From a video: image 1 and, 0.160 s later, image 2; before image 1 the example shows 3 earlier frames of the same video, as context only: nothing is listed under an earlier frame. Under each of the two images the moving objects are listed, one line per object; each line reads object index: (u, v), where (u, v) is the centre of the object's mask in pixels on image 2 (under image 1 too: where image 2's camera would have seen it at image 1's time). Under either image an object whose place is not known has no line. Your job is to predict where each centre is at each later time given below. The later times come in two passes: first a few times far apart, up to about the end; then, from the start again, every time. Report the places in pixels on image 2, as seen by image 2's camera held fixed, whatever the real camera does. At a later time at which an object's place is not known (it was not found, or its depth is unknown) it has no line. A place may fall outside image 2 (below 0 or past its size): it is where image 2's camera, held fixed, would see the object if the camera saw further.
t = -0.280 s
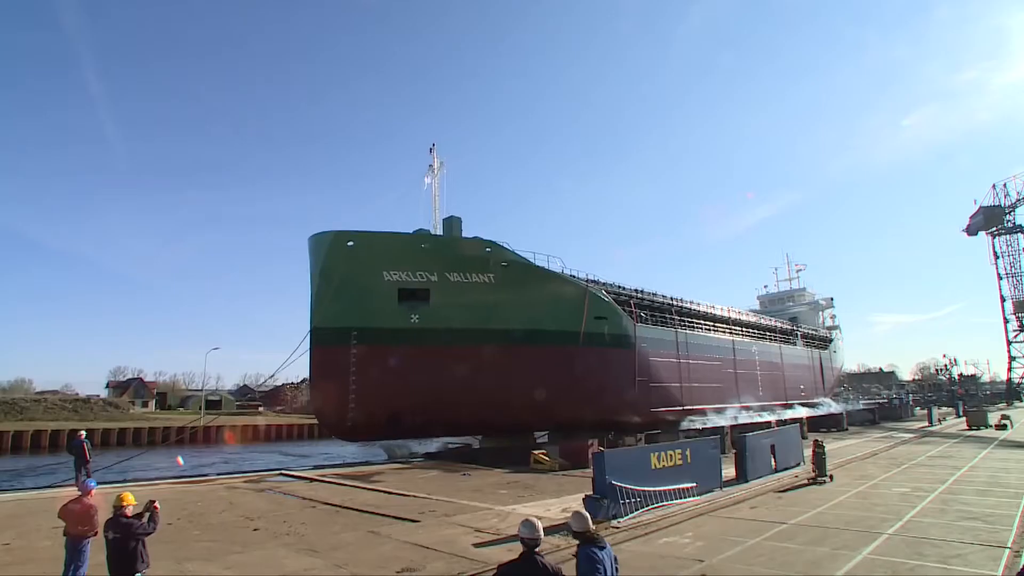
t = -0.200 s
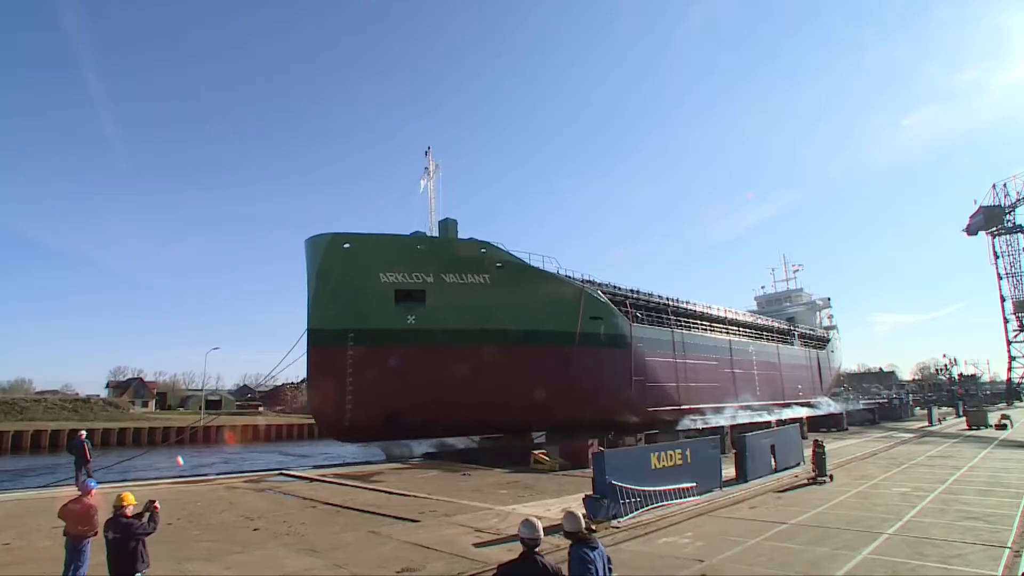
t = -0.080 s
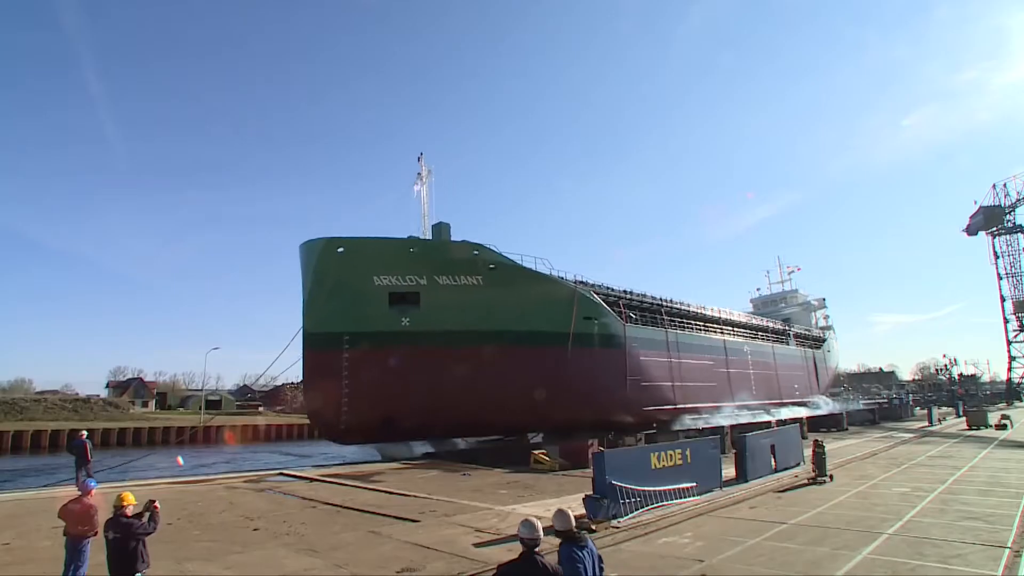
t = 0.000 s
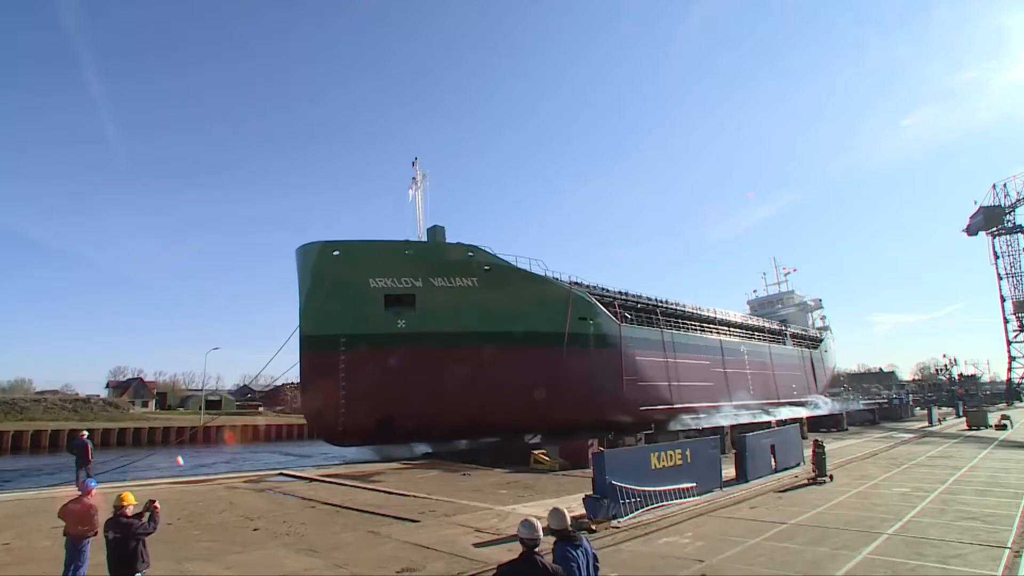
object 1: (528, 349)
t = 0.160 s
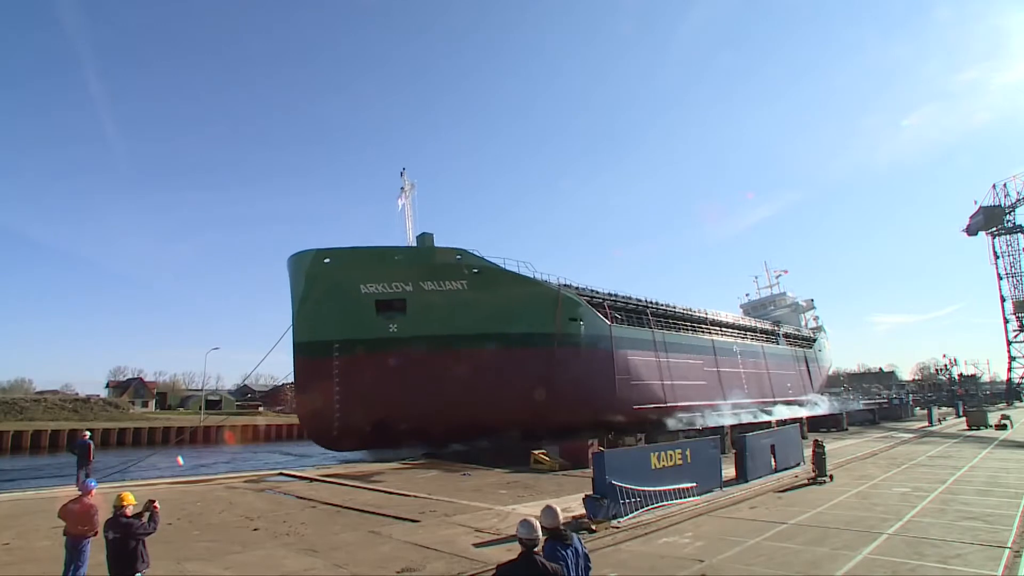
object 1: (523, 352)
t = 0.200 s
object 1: (521, 354)
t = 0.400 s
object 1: (513, 357)
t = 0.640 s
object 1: (501, 358)
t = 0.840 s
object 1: (493, 360)
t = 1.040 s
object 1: (483, 361)
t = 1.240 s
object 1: (472, 362)
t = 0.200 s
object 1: (521, 354)
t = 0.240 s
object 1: (520, 355)
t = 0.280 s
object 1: (519, 355)
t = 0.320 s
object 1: (517, 356)
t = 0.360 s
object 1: (515, 357)
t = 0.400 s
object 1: (513, 357)
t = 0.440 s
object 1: (511, 358)
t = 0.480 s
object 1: (509, 359)
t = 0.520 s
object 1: (507, 357)
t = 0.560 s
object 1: (505, 358)
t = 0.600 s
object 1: (503, 358)
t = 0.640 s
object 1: (501, 358)
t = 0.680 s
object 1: (500, 359)
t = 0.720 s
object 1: (498, 359)
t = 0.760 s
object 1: (495, 359)
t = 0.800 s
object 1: (495, 360)
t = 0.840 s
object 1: (493, 360)
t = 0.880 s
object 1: (491, 360)
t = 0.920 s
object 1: (489, 360)
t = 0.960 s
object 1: (488, 361)
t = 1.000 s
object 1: (486, 361)
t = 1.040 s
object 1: (483, 361)
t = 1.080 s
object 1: (483, 361)
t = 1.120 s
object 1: (481, 362)
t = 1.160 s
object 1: (477, 361)
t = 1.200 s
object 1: (476, 362)
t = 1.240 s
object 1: (472, 362)
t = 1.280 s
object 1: (472, 363)
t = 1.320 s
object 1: (469, 363)
